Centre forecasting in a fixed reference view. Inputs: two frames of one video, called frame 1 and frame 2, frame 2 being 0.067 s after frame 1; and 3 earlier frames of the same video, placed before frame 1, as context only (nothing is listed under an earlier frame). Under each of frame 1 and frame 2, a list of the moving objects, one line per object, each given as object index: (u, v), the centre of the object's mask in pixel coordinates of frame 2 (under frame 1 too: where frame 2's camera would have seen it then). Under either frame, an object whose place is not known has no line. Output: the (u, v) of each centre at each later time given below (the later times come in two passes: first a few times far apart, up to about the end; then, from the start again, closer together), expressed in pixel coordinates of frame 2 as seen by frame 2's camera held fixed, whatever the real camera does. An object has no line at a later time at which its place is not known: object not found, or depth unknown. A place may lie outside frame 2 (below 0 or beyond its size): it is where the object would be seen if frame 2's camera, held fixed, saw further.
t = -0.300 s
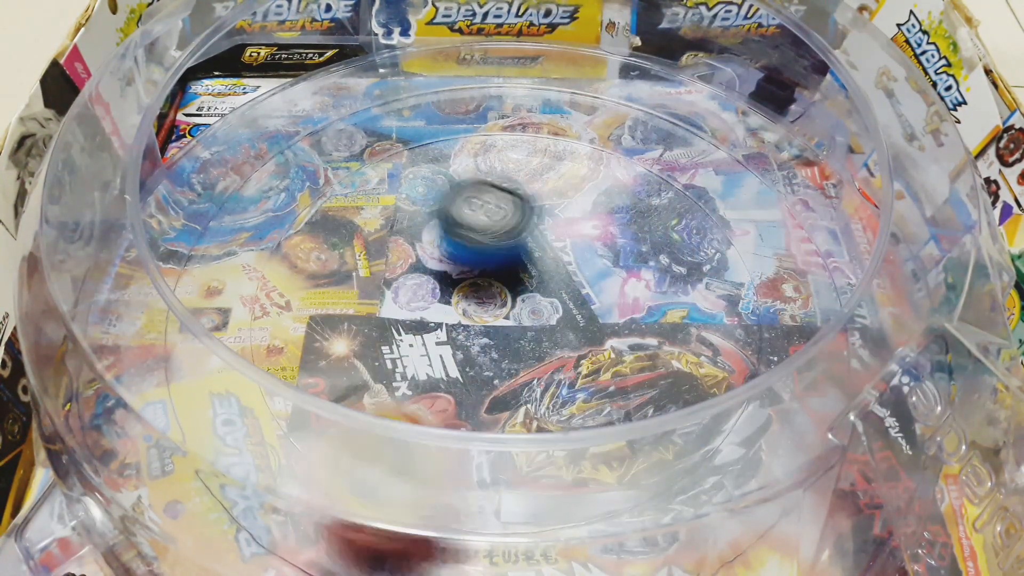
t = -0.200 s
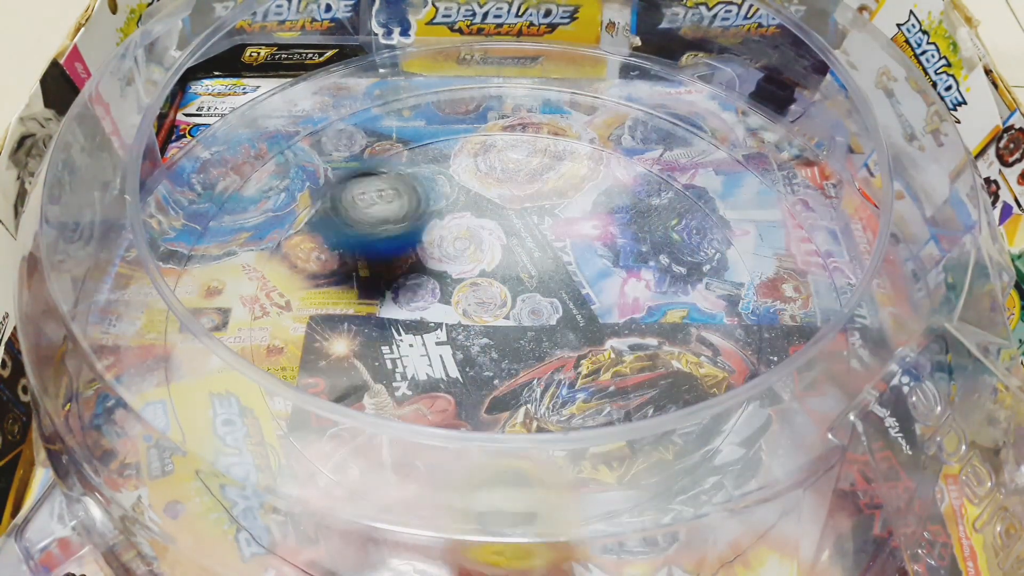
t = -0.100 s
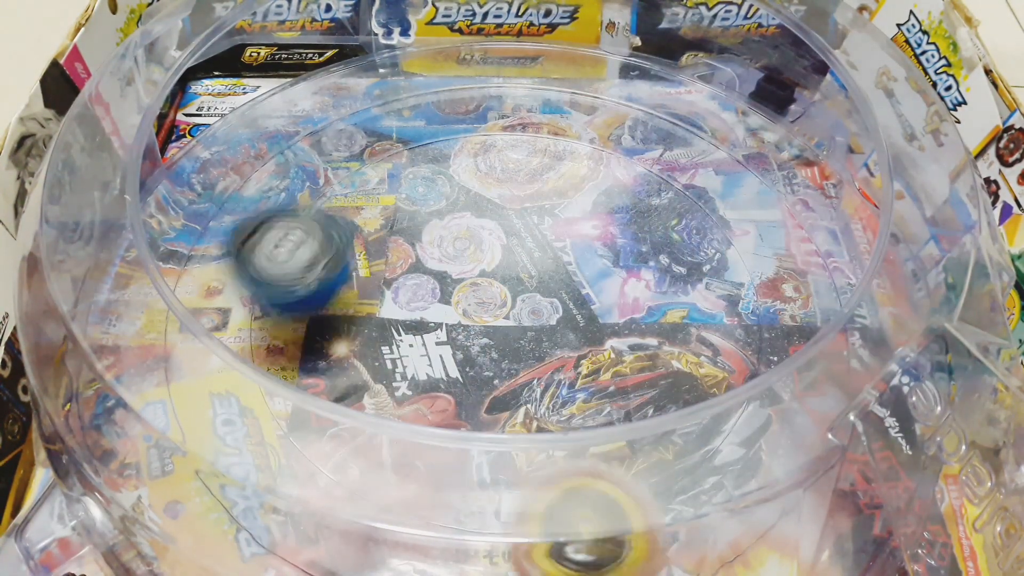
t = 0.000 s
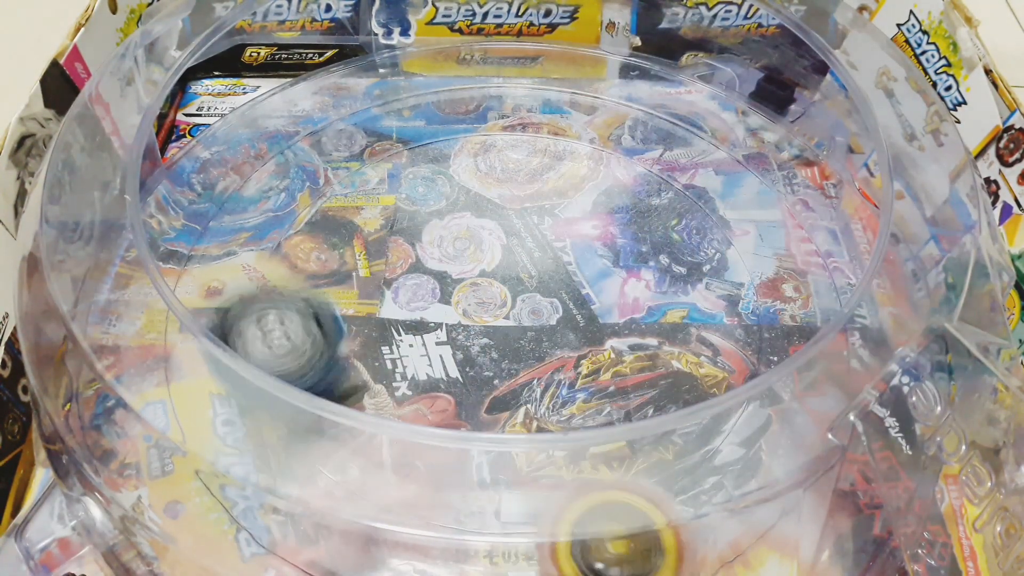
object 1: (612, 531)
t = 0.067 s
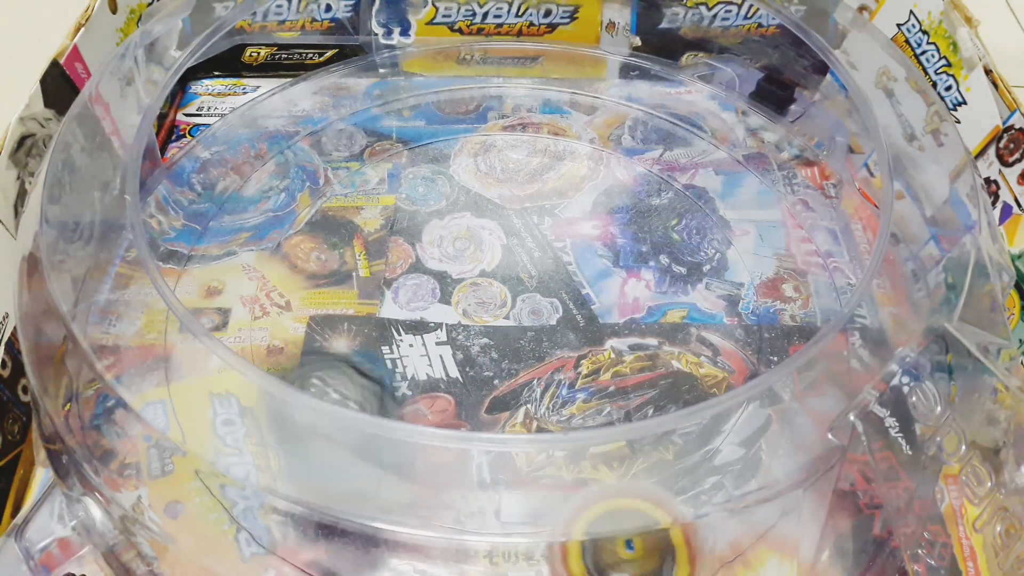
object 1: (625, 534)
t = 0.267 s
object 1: (671, 528)
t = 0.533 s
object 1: (683, 506)
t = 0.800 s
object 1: (687, 440)
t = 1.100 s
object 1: (618, 227)
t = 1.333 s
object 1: (326, 226)
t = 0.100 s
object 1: (632, 534)
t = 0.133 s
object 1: (639, 533)
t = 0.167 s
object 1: (644, 532)
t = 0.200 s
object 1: (651, 532)
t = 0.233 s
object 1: (660, 531)
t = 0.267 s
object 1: (671, 528)
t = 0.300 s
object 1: (675, 526)
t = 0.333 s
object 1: (677, 522)
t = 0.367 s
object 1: (678, 520)
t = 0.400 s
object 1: (680, 518)
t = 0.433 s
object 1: (680, 515)
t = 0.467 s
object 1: (681, 512)
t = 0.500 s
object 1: (682, 510)
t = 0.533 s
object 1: (683, 506)
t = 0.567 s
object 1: (684, 501)
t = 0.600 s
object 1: (684, 495)
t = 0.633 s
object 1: (685, 493)
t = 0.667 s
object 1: (683, 485)
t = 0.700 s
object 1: (685, 480)
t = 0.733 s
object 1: (685, 474)
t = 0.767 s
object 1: (684, 455)
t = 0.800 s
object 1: (687, 440)
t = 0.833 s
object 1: (668, 386)
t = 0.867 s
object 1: (680, 374)
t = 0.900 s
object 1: (686, 362)
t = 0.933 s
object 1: (691, 345)
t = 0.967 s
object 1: (686, 318)
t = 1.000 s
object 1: (677, 293)
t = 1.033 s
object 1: (661, 268)
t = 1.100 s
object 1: (618, 227)
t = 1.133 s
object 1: (584, 209)
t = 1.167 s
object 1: (541, 197)
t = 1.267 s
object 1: (405, 191)
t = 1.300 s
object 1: (361, 208)
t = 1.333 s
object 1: (326, 226)
